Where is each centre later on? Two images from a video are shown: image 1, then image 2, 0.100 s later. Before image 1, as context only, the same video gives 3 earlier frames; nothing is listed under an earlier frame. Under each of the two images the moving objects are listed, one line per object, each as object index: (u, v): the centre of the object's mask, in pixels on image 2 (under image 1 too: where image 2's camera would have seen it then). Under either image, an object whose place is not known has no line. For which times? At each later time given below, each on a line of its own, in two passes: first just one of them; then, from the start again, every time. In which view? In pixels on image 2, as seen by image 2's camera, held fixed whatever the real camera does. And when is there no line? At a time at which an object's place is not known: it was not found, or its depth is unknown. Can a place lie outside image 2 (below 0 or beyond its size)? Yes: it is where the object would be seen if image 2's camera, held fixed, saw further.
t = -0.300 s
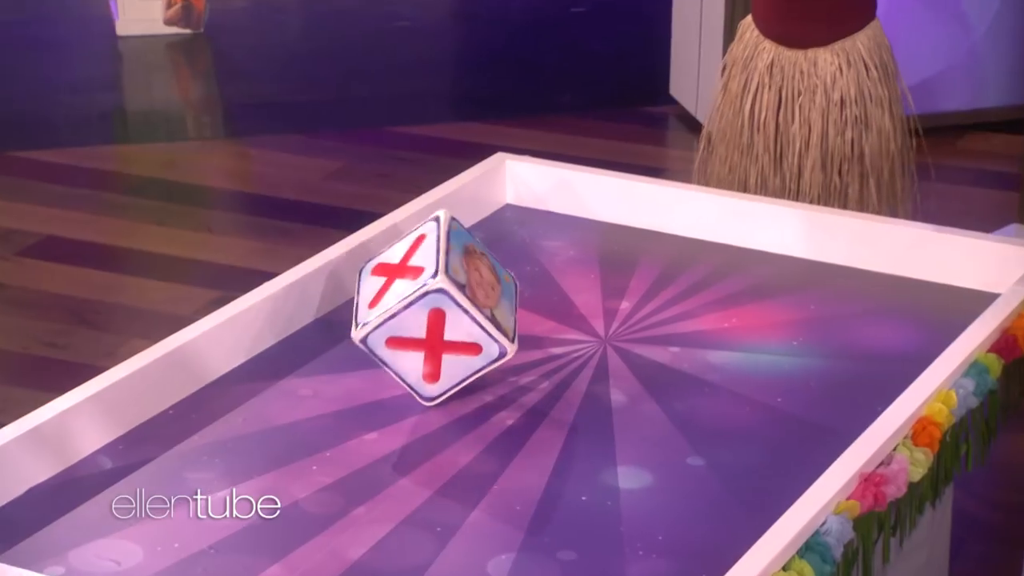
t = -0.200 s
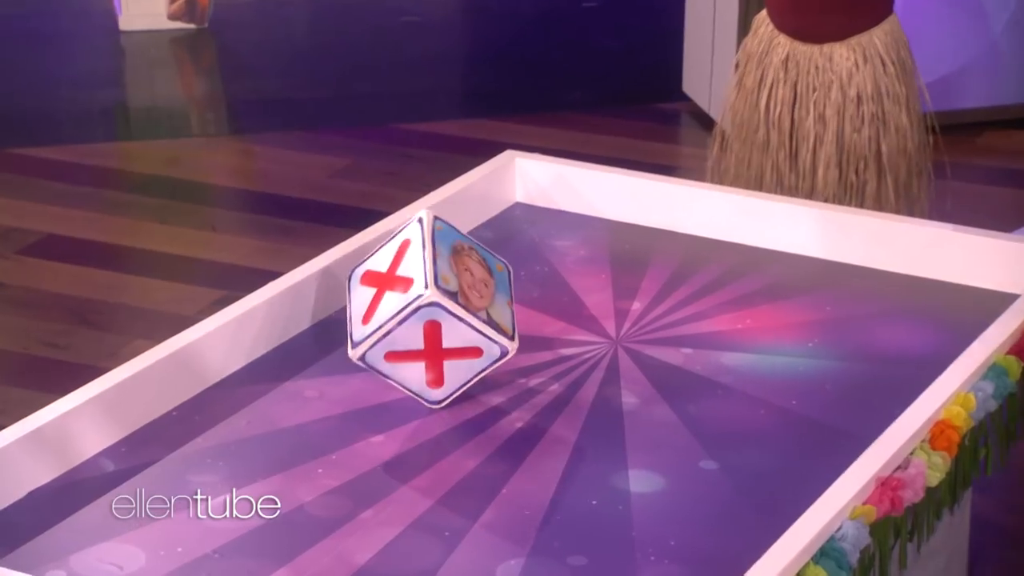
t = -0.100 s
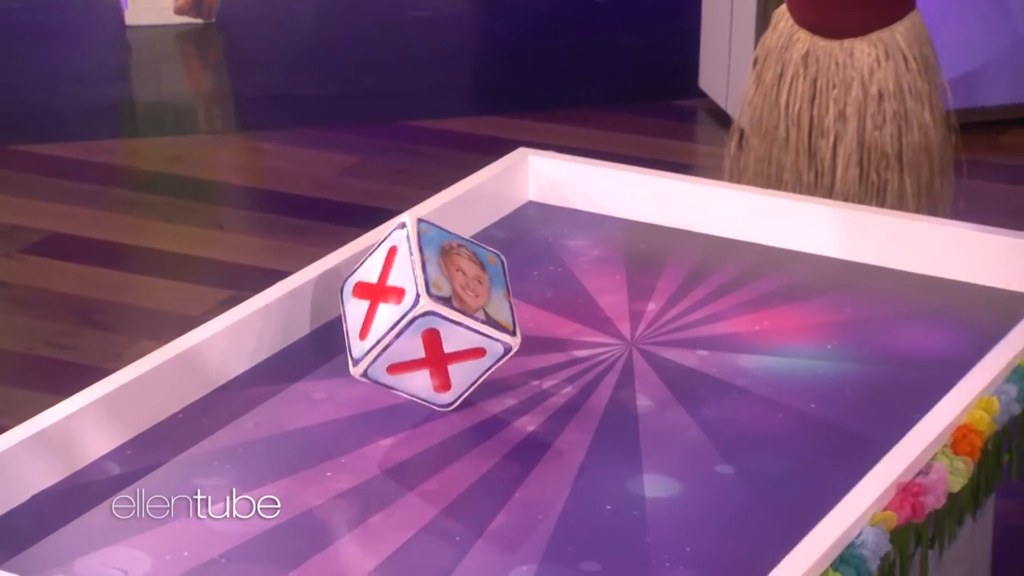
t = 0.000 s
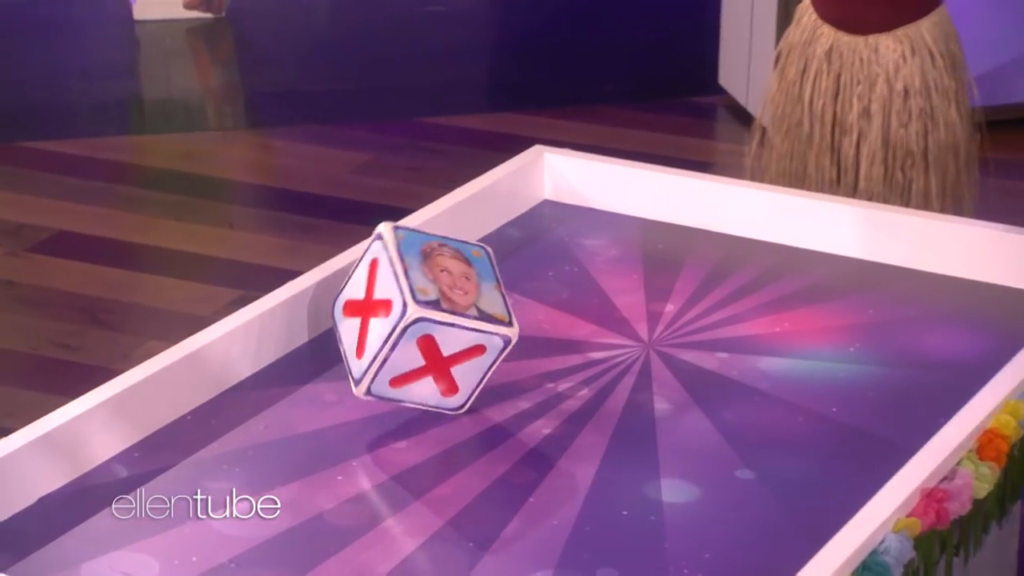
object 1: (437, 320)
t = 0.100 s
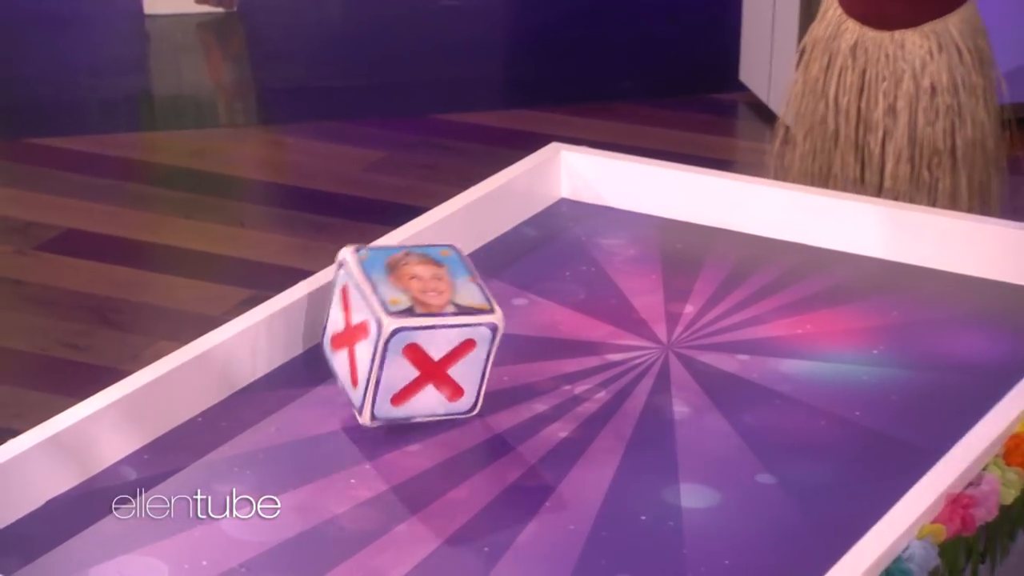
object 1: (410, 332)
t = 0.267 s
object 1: (377, 330)
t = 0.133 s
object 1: (400, 340)
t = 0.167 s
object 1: (390, 343)
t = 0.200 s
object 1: (383, 340)
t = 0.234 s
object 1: (380, 333)
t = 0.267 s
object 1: (377, 330)
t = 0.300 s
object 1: (375, 328)
